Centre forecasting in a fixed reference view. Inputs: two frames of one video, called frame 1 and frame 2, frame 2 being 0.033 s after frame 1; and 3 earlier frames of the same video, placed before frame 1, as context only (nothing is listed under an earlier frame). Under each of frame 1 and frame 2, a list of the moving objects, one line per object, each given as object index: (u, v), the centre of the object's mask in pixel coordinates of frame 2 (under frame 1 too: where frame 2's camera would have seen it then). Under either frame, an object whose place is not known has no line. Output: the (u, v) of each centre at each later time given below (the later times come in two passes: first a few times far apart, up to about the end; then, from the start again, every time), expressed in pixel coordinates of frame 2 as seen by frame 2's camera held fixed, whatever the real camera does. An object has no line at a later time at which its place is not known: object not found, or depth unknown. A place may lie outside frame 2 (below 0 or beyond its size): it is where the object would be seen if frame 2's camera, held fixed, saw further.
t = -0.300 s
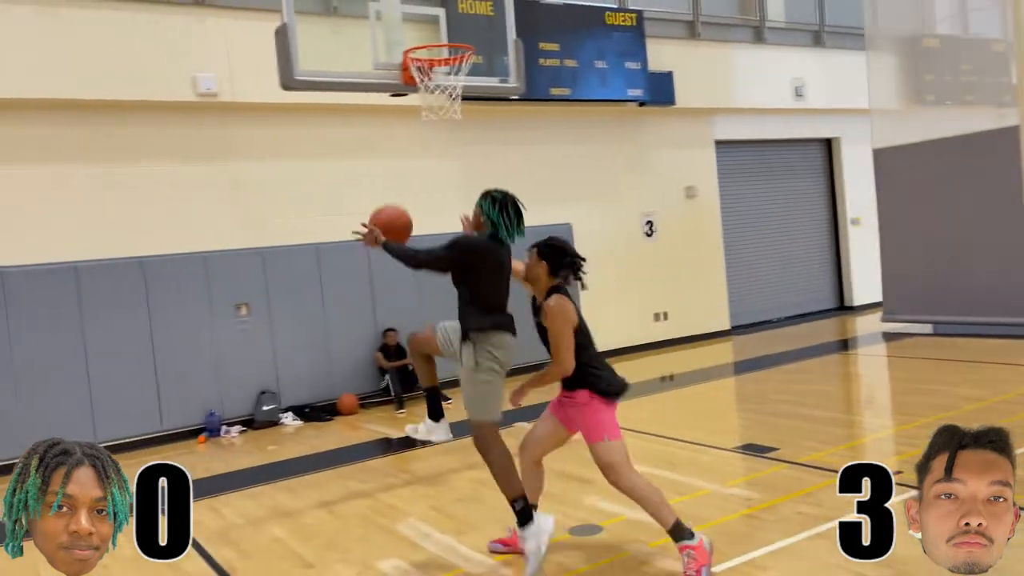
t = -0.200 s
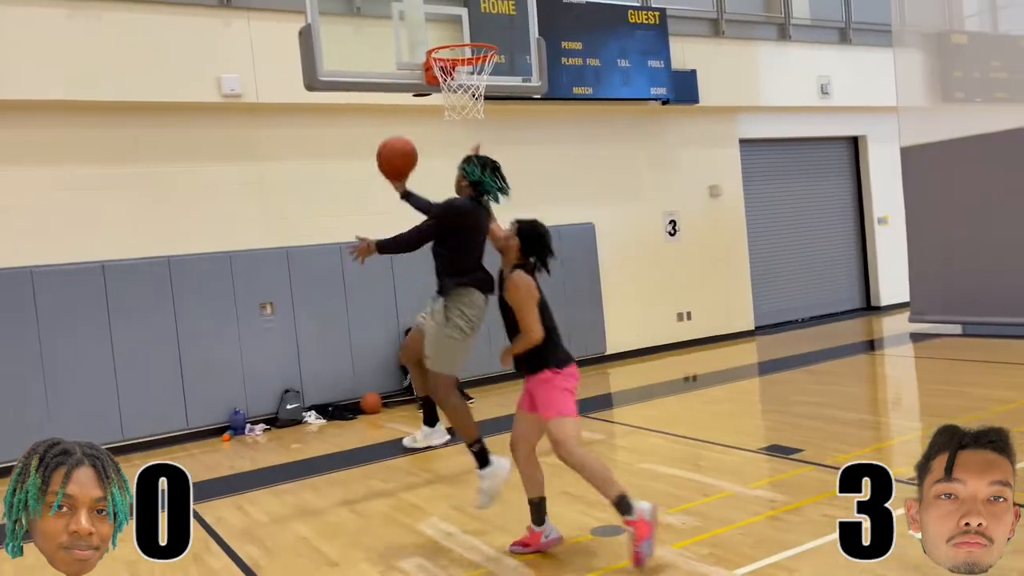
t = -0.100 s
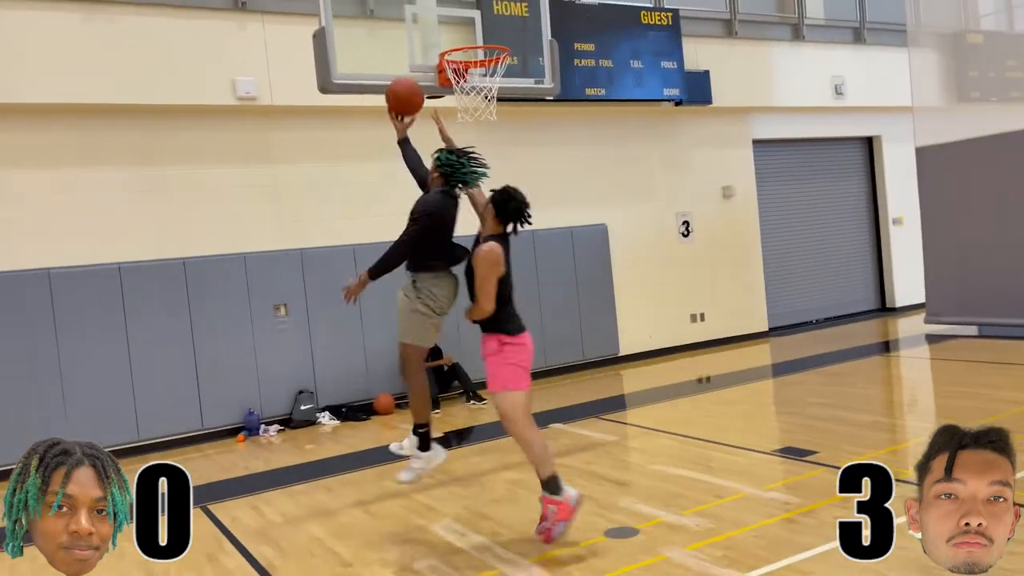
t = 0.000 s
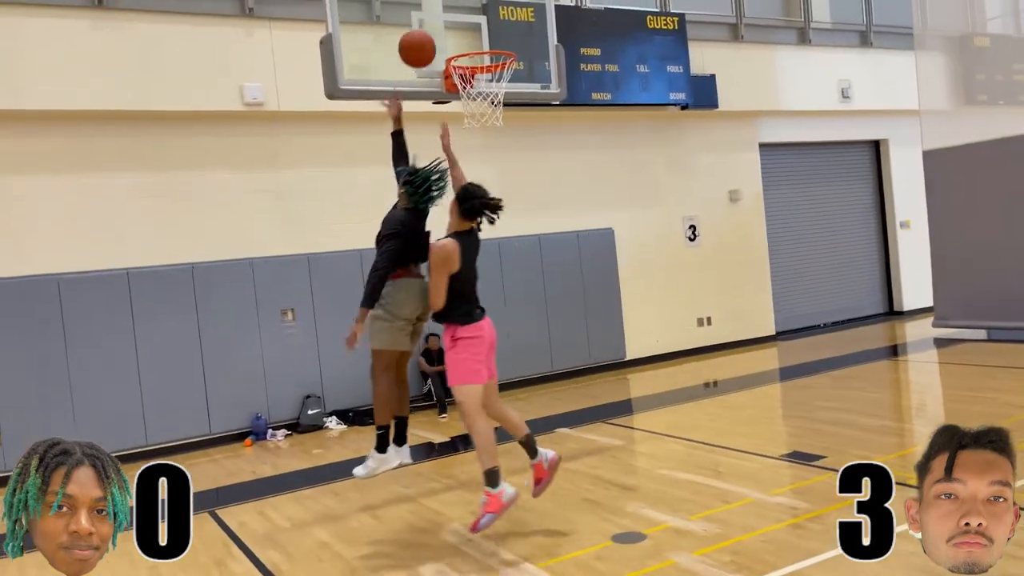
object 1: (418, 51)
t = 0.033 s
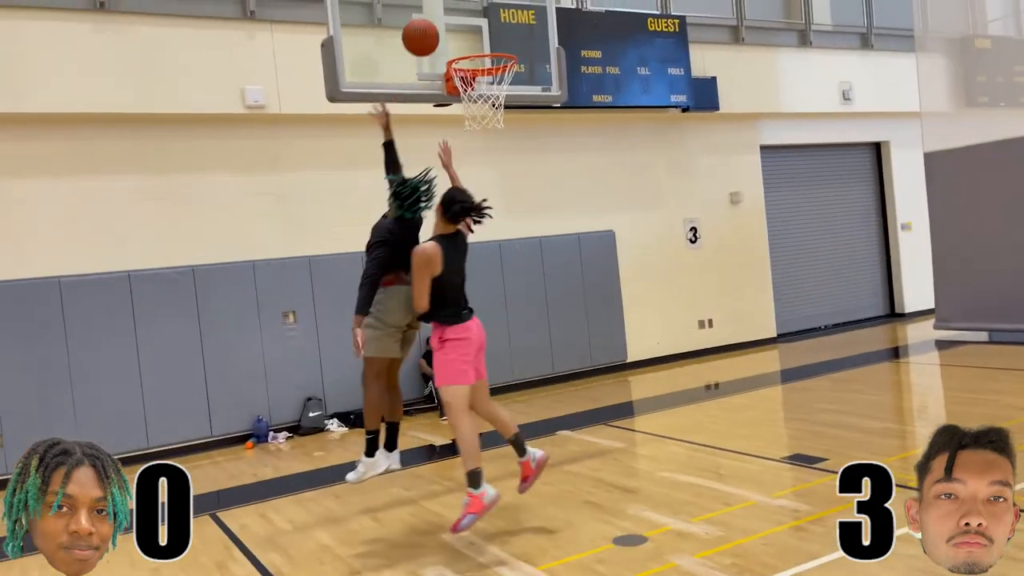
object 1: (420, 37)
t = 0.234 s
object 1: (436, -9)
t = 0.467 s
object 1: (464, -6)
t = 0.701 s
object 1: (507, 43)
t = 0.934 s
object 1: (520, 11)
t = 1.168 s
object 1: (539, 44)
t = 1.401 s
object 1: (566, 158)
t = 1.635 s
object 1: (601, 349)
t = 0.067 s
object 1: (423, 25)
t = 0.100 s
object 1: (425, 14)
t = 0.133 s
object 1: (428, 6)
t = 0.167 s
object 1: (431, 0)
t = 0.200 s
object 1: (434, -5)
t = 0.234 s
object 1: (436, -9)
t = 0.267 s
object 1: (440, -11)
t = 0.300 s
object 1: (443, -11)
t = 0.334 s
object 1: (446, -10)
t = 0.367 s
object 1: (450, -7)
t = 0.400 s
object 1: (454, -7)
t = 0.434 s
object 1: (459, -7)
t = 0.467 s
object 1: (464, -6)
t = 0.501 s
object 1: (470, -3)
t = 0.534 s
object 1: (476, 1)
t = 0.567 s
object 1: (481, 6)
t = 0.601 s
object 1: (488, 14)
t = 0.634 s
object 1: (494, 22)
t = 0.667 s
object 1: (501, 33)
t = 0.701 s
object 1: (507, 43)
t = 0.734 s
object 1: (510, 41)
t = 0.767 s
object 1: (511, 33)
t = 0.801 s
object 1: (513, 26)
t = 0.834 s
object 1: (514, 21)
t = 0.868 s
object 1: (516, 16)
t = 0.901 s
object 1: (518, 13)
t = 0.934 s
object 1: (520, 11)
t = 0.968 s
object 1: (522, 11)
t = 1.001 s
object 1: (524, 12)
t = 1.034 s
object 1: (527, 16)
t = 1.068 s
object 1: (530, 22)
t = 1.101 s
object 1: (533, 27)
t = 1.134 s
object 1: (536, 35)
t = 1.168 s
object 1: (539, 44)
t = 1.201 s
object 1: (543, 56)
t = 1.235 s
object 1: (546, 69)
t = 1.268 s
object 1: (549, 83)
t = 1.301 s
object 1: (554, 100)
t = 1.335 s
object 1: (557, 117)
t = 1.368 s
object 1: (562, 137)
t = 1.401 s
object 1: (566, 158)
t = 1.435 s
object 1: (571, 181)
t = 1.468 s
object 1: (576, 205)
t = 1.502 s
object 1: (581, 231)
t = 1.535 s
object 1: (586, 258)
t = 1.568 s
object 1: (591, 287)
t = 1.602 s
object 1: (596, 317)
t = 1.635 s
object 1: (601, 349)
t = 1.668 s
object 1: (607, 383)
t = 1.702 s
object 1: (613, 419)
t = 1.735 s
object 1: (617, 457)
